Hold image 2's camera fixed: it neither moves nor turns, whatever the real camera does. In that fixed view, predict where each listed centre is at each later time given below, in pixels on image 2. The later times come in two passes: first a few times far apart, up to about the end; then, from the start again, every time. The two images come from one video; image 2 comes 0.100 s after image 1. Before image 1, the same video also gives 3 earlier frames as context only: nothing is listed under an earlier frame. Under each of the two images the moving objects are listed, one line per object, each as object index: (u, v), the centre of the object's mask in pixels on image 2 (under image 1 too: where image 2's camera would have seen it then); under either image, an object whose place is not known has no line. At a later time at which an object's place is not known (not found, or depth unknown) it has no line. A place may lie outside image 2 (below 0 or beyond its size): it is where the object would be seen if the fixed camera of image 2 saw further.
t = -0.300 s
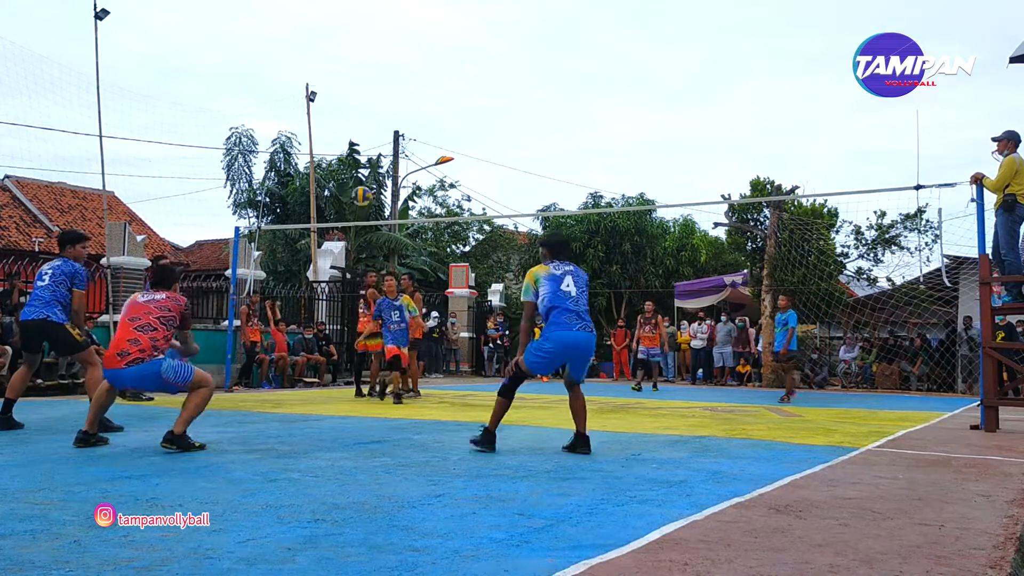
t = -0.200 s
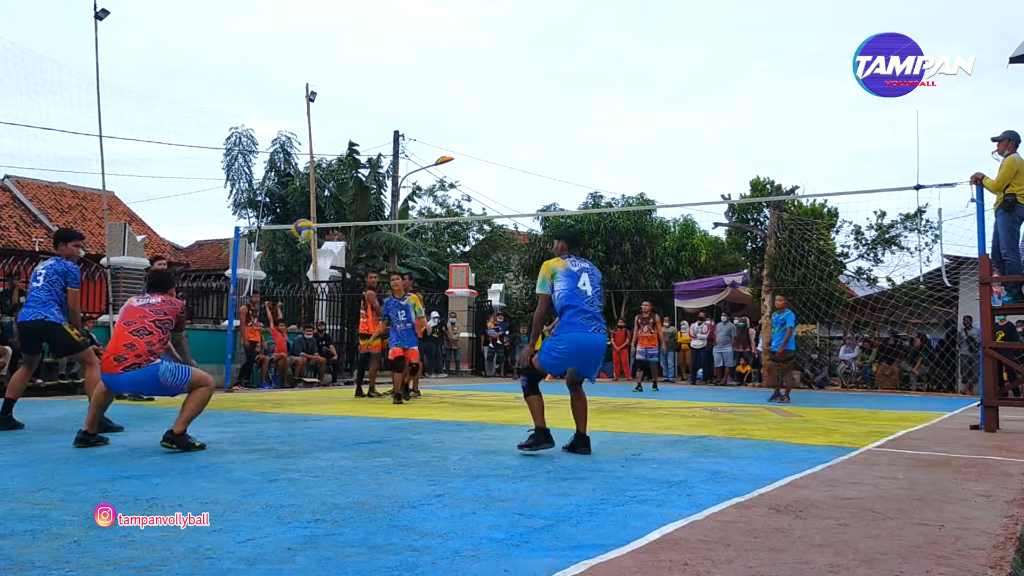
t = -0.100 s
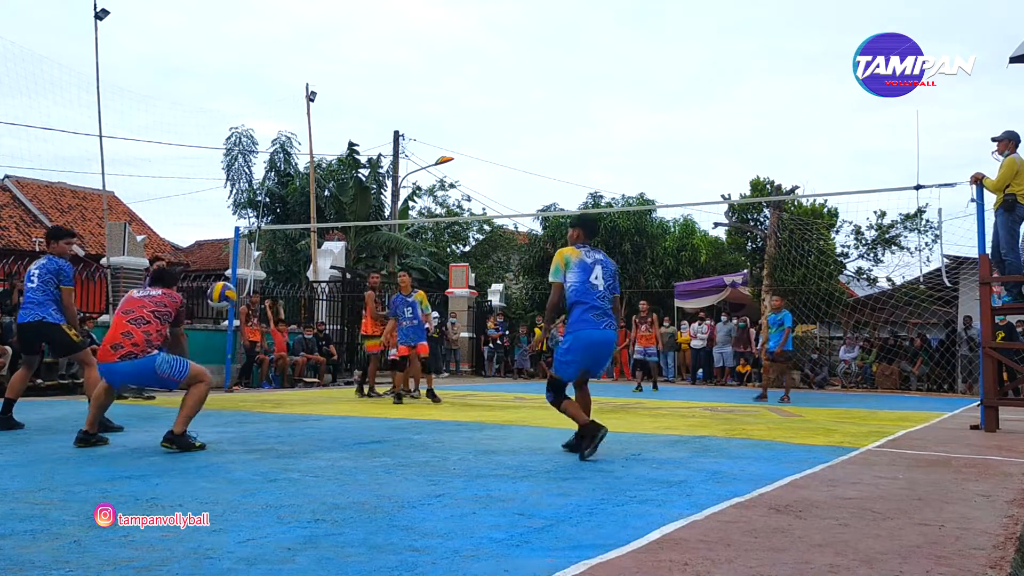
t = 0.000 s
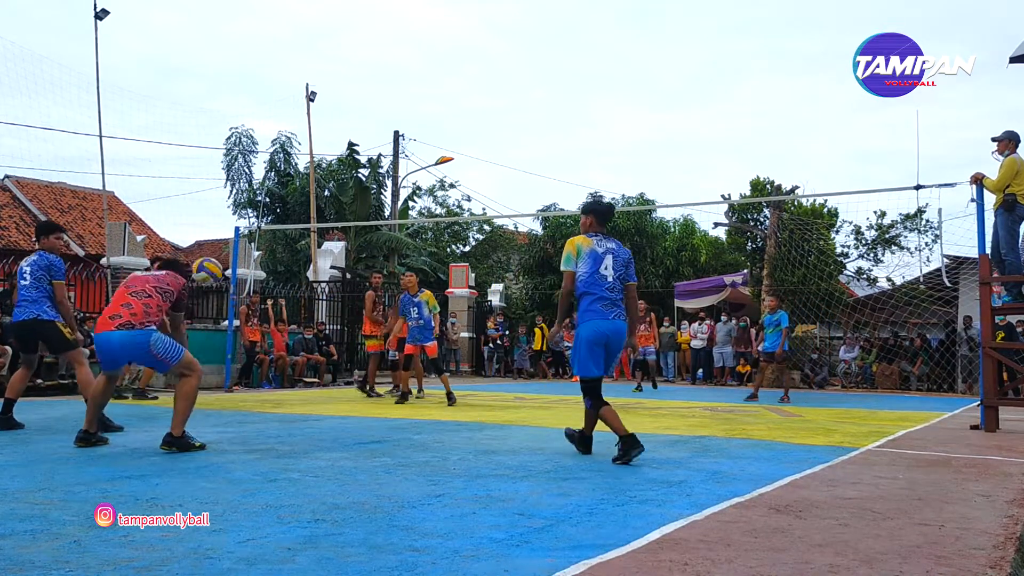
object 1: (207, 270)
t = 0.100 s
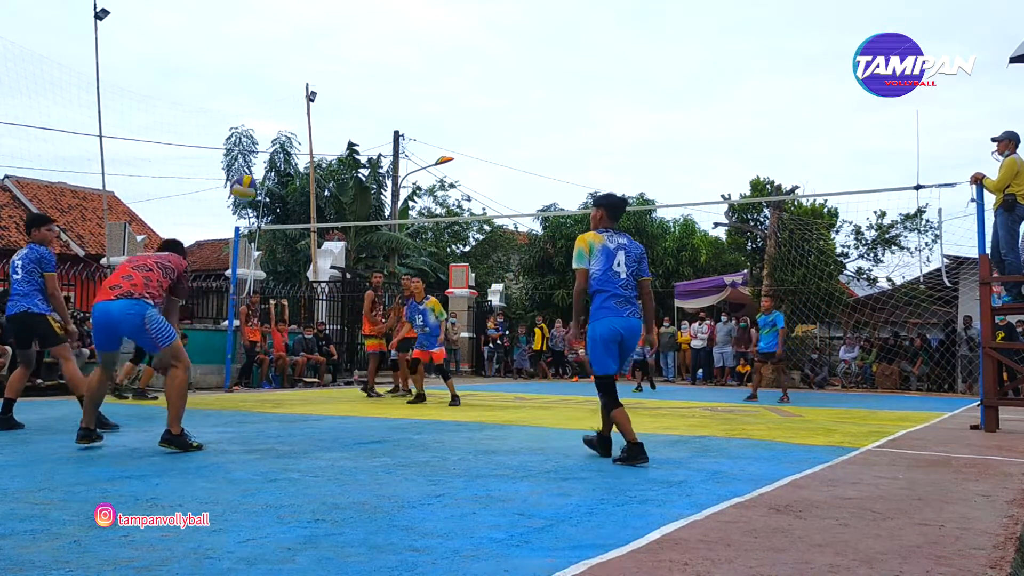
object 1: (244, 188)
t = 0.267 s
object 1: (297, 91)
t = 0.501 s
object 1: (354, 24)
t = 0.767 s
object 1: (405, 22)
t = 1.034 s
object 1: (447, 79)
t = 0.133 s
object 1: (256, 165)
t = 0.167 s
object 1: (267, 143)
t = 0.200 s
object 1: (277, 124)
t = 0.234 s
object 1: (287, 107)
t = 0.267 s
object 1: (297, 91)
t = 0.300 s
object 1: (306, 77)
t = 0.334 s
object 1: (314, 65)
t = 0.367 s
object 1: (323, 54)
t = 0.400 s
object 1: (331, 45)
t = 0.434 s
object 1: (339, 37)
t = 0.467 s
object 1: (347, 30)
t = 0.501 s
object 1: (354, 24)
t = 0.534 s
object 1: (361, 20)
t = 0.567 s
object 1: (368, 18)
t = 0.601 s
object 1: (375, 16)
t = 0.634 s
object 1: (381, 15)
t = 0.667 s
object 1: (387, 15)
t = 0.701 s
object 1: (394, 16)
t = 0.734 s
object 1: (400, 18)
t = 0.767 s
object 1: (405, 22)
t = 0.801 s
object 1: (411, 26)
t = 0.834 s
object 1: (417, 31)
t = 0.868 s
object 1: (422, 37)
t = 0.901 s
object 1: (427, 44)
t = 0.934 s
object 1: (433, 51)
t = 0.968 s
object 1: (438, 60)
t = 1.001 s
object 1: (442, 69)
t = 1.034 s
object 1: (447, 79)
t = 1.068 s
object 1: (452, 90)
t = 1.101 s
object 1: (456, 101)
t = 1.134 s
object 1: (461, 112)
